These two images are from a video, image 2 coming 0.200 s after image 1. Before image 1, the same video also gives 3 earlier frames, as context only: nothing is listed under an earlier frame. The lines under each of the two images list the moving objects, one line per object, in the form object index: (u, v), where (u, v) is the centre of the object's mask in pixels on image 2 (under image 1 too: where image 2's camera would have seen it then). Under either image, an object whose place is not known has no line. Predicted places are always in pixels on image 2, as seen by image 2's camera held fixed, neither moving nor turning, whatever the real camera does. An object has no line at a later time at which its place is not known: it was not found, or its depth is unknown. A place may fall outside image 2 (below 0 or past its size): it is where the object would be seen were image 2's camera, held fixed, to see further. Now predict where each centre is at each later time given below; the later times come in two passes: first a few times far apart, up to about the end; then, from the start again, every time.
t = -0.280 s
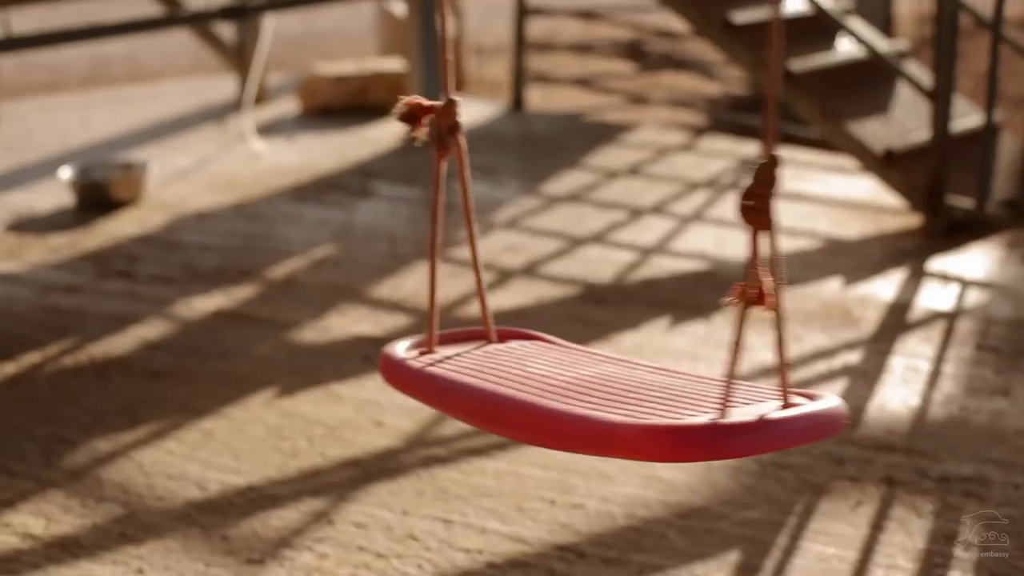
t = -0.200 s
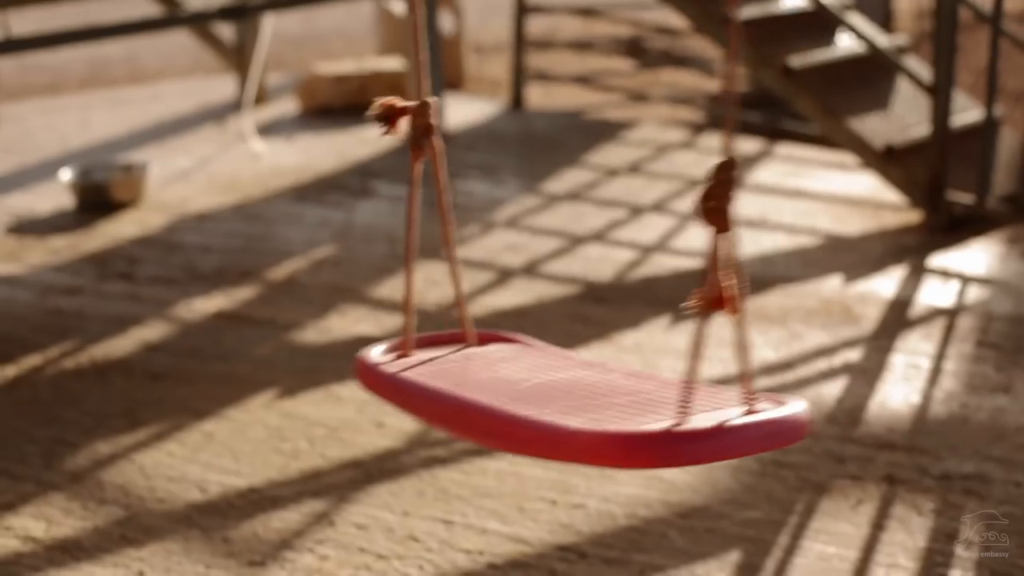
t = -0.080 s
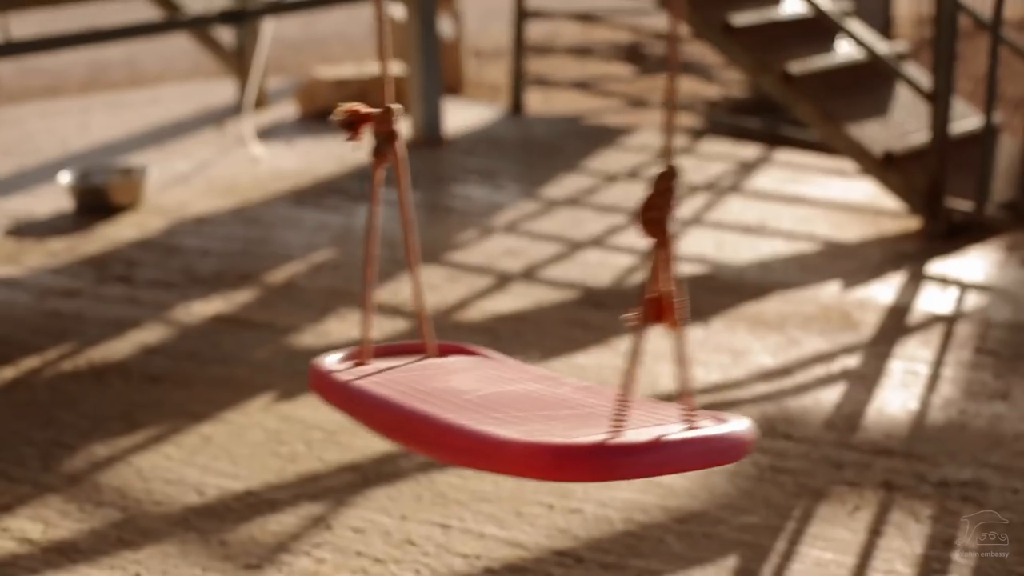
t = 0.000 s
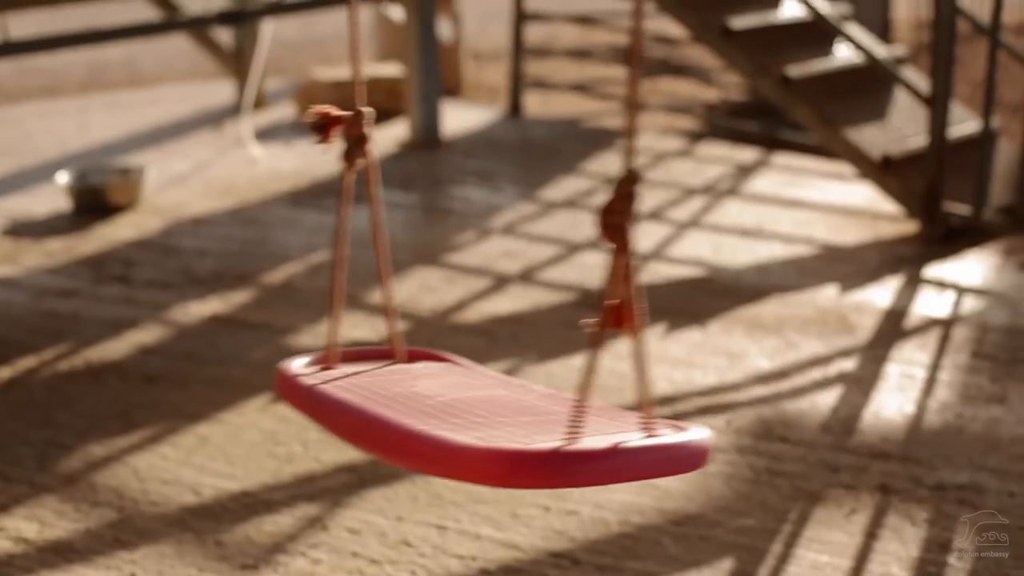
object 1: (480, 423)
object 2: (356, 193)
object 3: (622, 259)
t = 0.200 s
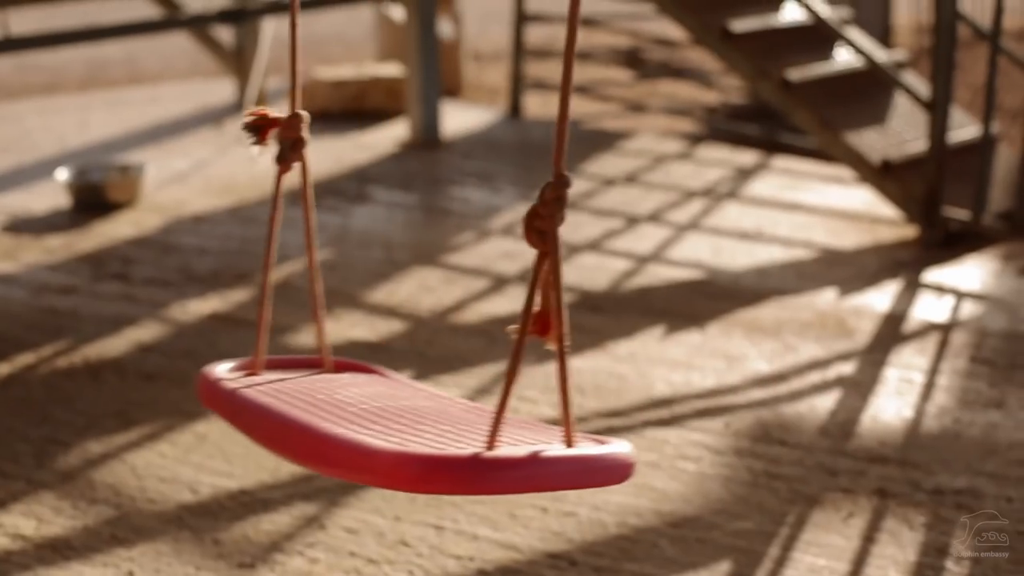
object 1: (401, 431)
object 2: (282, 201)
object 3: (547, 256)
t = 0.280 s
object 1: (377, 433)
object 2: (260, 203)
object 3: (532, 259)
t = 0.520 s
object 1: (354, 436)
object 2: (215, 197)
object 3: (538, 256)
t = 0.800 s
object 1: (422, 434)
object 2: (244, 205)
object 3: (629, 249)
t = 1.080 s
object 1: (551, 421)
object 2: (352, 198)
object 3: (751, 226)
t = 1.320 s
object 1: (654, 411)
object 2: (465, 187)
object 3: (842, 230)
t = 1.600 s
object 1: (746, 401)
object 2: (580, 172)
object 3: (918, 237)
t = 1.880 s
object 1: (798, 396)
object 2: (640, 163)
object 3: (961, 242)
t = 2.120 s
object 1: (797, 399)
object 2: (625, 169)
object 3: (968, 242)
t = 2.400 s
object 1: (736, 411)
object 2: (555, 183)
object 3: (927, 232)
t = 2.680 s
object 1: (630, 421)
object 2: (447, 194)
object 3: (847, 228)
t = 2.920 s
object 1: (556, 425)
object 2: (371, 193)
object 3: (774, 237)
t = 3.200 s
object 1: (509, 429)
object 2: (332, 199)
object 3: (711, 246)
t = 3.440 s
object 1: (502, 429)
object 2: (350, 196)
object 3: (680, 255)
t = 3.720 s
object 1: (538, 422)
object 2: (403, 184)
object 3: (692, 249)
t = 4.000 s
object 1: (610, 411)
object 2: (463, 181)
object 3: (766, 231)
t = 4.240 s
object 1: (671, 397)
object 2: (499, 174)
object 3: (840, 227)
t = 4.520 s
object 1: (701, 385)
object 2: (513, 172)
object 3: (880, 228)
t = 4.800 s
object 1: (668, 389)
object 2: (476, 172)
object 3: (859, 220)
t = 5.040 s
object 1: (601, 398)
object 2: (419, 184)
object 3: (793, 219)
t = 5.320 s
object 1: (508, 405)
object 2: (349, 185)
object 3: (686, 226)
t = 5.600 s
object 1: (427, 402)
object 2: (281, 180)
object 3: (575, 234)
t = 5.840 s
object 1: (370, 395)
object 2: (242, 175)
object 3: (507, 221)
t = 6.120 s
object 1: (326, 388)
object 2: (211, 176)
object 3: (456, 224)
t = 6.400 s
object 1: (333, 387)
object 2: (211, 172)
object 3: (477, 227)
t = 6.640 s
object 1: (393, 391)
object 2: (243, 172)
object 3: (556, 227)
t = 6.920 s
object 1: (498, 396)
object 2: (323, 183)
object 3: (678, 219)
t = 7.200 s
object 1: (603, 398)
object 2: (423, 174)
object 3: (788, 218)
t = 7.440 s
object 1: (674, 398)
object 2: (503, 179)
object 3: (852, 229)
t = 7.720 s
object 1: (730, 399)
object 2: (567, 166)
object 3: (901, 238)
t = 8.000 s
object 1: (751, 404)
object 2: (589, 172)
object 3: (917, 245)
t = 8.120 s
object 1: (746, 410)
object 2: (580, 174)
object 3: (913, 249)
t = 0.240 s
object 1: (388, 432)
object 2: (271, 201)
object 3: (540, 257)
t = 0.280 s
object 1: (377, 433)
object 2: (260, 203)
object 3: (532, 259)
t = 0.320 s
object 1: (367, 434)
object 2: (248, 200)
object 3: (527, 259)
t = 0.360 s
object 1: (360, 435)
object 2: (238, 196)
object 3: (524, 260)
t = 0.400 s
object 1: (356, 435)
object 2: (230, 197)
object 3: (524, 259)
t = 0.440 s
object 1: (353, 435)
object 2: (225, 194)
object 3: (526, 260)
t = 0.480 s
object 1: (352, 435)
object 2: (220, 196)
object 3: (531, 259)
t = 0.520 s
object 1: (354, 436)
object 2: (215, 197)
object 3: (538, 256)
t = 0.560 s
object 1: (358, 436)
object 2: (215, 195)
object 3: (547, 255)
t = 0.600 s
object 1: (364, 436)
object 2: (214, 198)
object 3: (557, 257)
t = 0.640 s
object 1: (372, 436)
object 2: (217, 198)
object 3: (568, 255)
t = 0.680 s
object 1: (381, 436)
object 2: (220, 201)
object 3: (580, 253)
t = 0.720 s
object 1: (394, 436)
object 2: (226, 202)
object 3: (595, 255)
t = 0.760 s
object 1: (407, 435)
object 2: (235, 200)
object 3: (612, 250)
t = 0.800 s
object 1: (422, 434)
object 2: (244, 205)
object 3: (629, 249)
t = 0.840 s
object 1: (439, 433)
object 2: (256, 205)
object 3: (646, 248)
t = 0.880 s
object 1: (457, 431)
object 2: (270, 209)
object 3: (662, 245)
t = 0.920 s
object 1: (477, 429)
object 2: (285, 208)
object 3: (679, 240)
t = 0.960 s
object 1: (496, 427)
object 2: (297, 207)
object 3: (696, 234)
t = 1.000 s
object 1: (514, 425)
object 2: (315, 204)
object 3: (715, 234)
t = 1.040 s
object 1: (533, 423)
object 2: (332, 202)
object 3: (733, 231)
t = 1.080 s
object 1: (551, 421)
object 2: (352, 198)
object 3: (751, 226)
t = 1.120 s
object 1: (569, 419)
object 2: (372, 194)
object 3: (767, 226)
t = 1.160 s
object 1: (587, 418)
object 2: (390, 192)
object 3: (784, 228)
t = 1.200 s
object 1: (604, 416)
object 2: (409, 199)
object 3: (799, 230)
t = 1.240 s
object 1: (622, 415)
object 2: (427, 185)
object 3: (814, 229)
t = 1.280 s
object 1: (638, 413)
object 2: (446, 189)
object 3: (828, 229)
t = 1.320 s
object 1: (654, 411)
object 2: (465, 187)
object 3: (842, 230)
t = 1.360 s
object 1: (669, 410)
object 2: (485, 180)
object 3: (855, 230)
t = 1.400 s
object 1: (683, 408)
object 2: (505, 180)
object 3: (868, 233)
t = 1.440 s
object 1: (696, 407)
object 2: (521, 175)
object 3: (878, 233)
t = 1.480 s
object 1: (710, 406)
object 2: (537, 175)
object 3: (888, 239)
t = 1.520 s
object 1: (723, 404)
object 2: (551, 176)
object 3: (898, 240)
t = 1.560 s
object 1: (735, 402)
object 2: (566, 173)
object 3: (909, 239)
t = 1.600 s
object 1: (746, 401)
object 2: (580, 172)
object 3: (918, 237)
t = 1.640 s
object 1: (757, 400)
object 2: (592, 171)
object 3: (925, 231)
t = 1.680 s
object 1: (767, 399)
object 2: (603, 168)
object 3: (933, 226)
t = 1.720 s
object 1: (776, 398)
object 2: (613, 167)
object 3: (940, 233)
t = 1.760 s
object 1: (783, 397)
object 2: (622, 163)
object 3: (945, 239)
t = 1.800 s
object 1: (790, 397)
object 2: (629, 165)
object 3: (952, 238)
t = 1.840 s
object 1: (795, 396)
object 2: (635, 163)
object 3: (956, 238)
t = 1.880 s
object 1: (798, 396)
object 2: (640, 163)
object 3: (961, 242)
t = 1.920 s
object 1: (800, 396)
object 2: (640, 165)
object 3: (964, 241)
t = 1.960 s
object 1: (802, 395)
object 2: (642, 165)
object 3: (967, 240)
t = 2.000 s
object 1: (803, 396)
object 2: (640, 165)
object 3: (969, 242)
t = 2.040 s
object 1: (801, 397)
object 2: (636, 166)
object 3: (969, 242)
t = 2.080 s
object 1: (799, 397)
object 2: (632, 167)
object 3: (969, 242)
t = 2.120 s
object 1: (797, 399)
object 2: (625, 169)
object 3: (968, 242)
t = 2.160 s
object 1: (792, 400)
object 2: (619, 172)
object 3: (964, 243)
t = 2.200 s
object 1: (787, 402)
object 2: (610, 174)
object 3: (961, 243)
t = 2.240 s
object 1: (781, 404)
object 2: (600, 176)
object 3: (956, 240)
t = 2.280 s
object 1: (772, 406)
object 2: (590, 177)
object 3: (951, 241)
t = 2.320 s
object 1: (762, 407)
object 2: (580, 179)
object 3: (945, 241)
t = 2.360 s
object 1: (750, 410)
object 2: (569, 180)
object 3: (937, 236)
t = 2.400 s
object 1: (736, 411)
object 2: (555, 183)
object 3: (927, 232)
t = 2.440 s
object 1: (723, 413)
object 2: (541, 186)
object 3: (917, 230)
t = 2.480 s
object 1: (708, 415)
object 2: (526, 185)
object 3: (906, 242)
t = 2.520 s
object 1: (692, 416)
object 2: (512, 178)
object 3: (894, 243)
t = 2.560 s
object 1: (676, 418)
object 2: (494, 188)
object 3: (882, 245)
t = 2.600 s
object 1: (661, 419)
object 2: (477, 189)
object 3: (870, 235)
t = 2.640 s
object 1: (647, 420)
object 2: (462, 194)
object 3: (858, 233)
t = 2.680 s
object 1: (630, 421)
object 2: (447, 194)
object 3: (847, 228)
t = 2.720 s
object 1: (616, 422)
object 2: (432, 196)
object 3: (834, 236)
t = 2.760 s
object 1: (602, 422)
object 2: (419, 187)
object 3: (821, 236)
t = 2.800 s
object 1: (589, 422)
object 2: (404, 190)
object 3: (808, 233)
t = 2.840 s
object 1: (578, 424)
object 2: (391, 196)
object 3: (797, 236)
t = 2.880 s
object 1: (567, 424)
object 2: (380, 193)
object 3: (785, 237)
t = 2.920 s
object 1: (556, 425)
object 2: (371, 193)
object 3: (774, 237)
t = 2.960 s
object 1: (546, 426)
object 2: (361, 197)
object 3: (763, 240)
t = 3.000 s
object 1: (538, 427)
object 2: (354, 195)
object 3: (754, 238)
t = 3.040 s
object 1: (531, 427)
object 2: (347, 201)
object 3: (745, 235)
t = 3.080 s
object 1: (524, 428)
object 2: (342, 199)
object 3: (735, 240)
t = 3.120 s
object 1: (518, 428)
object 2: (338, 197)
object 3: (727, 240)
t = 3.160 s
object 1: (513, 429)
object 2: (335, 199)
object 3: (718, 248)
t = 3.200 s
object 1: (509, 429)
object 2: (332, 199)
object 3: (711, 246)
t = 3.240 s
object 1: (506, 429)
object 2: (334, 199)
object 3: (705, 249)
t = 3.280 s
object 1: (503, 429)
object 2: (335, 198)
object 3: (699, 248)
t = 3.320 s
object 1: (502, 429)
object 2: (337, 198)
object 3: (693, 250)
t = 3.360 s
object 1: (501, 429)
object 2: (340, 197)
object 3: (687, 252)
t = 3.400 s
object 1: (501, 429)
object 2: (344, 194)
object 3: (683, 253)
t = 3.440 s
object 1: (502, 429)
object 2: (350, 196)
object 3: (680, 255)
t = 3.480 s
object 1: (504, 428)
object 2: (357, 192)
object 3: (678, 255)
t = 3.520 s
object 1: (507, 427)
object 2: (364, 192)
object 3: (677, 256)
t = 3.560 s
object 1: (511, 427)
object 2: (372, 188)
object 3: (677, 257)
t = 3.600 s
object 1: (517, 426)
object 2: (379, 190)
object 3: (680, 255)
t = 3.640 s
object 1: (523, 424)
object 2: (387, 189)
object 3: (682, 255)
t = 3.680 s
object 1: (530, 423)
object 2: (395, 188)
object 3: (685, 252)
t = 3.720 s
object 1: (538, 422)
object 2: (403, 184)
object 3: (692, 249)
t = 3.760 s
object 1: (546, 421)
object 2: (413, 185)
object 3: (699, 246)
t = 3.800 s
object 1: (556, 420)
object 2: (422, 183)
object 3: (708, 245)
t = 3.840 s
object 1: (566, 418)
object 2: (431, 179)
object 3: (719, 243)
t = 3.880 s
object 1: (577, 416)
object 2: (439, 183)
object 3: (730, 239)
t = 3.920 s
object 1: (588, 415)
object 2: (448, 177)
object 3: (742, 235)
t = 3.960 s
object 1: (599, 413)
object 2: (455, 180)
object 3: (755, 231)
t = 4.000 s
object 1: (610, 411)
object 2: (463, 181)
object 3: (766, 231)
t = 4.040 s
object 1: (621, 409)
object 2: (470, 176)
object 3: (779, 233)
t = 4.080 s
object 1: (632, 407)
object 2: (477, 178)
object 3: (793, 234)
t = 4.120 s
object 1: (643, 404)
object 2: (483, 175)
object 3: (805, 230)
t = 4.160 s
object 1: (652, 402)
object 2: (489, 175)
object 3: (817, 229)
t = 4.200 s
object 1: (661, 399)
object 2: (494, 175)
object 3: (828, 228)
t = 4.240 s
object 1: (671, 397)
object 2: (499, 174)
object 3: (840, 227)
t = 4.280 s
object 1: (679, 395)
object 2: (505, 175)
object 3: (849, 228)
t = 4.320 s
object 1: (686, 393)
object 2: (508, 173)
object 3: (857, 229)
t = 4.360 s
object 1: (692, 391)
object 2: (511, 172)
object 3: (863, 226)
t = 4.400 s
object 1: (696, 390)
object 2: (512, 173)
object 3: (869, 227)
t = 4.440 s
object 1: (699, 388)
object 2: (512, 172)
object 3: (875, 229)
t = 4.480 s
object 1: (701, 387)
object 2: (513, 172)
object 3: (879, 229)
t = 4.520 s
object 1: (701, 385)
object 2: (513, 172)
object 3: (880, 228)
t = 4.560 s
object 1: (700, 385)
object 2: (511, 171)
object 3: (880, 227)
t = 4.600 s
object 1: (699, 385)
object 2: (507, 172)
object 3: (880, 226)
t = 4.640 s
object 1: (696, 385)
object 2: (502, 173)
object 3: (877, 225)
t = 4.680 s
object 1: (691, 385)
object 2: (496, 173)
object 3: (874, 222)
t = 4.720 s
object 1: (684, 386)
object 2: (488, 170)
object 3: (870, 222)
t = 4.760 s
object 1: (677, 387)
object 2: (482, 171)
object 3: (865, 221)
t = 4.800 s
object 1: (668, 389)
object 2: (476, 172)
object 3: (859, 220)
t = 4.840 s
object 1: (659, 391)
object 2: (469, 174)
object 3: (852, 219)
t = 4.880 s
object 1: (649, 393)
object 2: (459, 178)
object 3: (841, 221)
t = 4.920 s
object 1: (638, 394)
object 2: (447, 178)
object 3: (830, 220)
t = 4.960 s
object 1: (627, 396)
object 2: (437, 181)
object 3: (818, 218)
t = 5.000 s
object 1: (614, 397)
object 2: (428, 182)
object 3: (805, 219)
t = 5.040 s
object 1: (601, 398)
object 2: (419, 184)
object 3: (793, 219)
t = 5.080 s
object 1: (588, 399)
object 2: (409, 184)
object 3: (779, 221)
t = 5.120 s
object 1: (573, 401)
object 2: (399, 183)
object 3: (765, 219)
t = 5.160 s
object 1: (560, 401)
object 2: (388, 184)
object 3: (751, 218)
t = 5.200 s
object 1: (549, 403)
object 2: (377, 186)
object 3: (734, 223)
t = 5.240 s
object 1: (534, 404)
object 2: (365, 186)
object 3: (716, 224)
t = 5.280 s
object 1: (521, 405)
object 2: (356, 185)
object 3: (701, 223)
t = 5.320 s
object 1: (508, 405)
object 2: (349, 185)
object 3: (686, 226)
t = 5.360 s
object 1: (496, 405)
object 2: (340, 185)
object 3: (671, 230)
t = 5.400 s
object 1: (484, 405)
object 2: (332, 184)
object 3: (655, 232)
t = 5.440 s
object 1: (471, 405)
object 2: (322, 184)
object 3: (640, 231)
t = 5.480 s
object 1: (459, 405)
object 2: (311, 185)
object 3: (623, 228)
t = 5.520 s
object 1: (449, 404)
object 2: (300, 185)
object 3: (606, 231)
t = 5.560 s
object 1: (439, 403)
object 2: (291, 184)
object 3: (590, 234)
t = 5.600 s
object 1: (427, 402)
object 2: (281, 180)
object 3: (575, 234)
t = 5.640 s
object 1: (417, 400)
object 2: (276, 182)
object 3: (563, 233)
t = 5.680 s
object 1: (407, 399)
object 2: (269, 180)
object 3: (551, 233)
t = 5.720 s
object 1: (396, 398)
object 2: (263, 181)
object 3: (540, 230)
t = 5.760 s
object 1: (386, 397)
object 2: (255, 182)
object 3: (528, 230)
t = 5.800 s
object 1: (377, 396)
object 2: (249, 175)
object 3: (516, 227)
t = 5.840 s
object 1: (370, 395)
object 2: (242, 175)
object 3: (507, 221)
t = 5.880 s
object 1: (361, 393)
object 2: (236, 175)
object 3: (496, 224)
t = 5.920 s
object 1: (354, 392)
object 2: (231, 174)
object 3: (487, 226)
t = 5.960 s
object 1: (347, 391)
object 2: (226, 176)
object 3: (480, 228)
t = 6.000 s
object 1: (340, 390)
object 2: (223, 173)
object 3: (474, 227)
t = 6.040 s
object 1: (335, 389)
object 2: (219, 174)
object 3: (467, 227)
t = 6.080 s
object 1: (330, 388)
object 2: (214, 172)
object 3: (459, 226)
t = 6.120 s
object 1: (326, 388)
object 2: (211, 176)
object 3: (456, 224)
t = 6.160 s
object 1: (324, 387)
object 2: (210, 171)
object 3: (455, 224)
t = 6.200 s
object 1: (321, 387)
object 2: (209, 172)
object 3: (456, 224)
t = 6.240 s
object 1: (320, 387)
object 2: (209, 172)
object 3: (457, 225)
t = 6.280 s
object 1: (321, 387)
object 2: (209, 173)
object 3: (460, 224)
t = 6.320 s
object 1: (324, 387)
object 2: (209, 175)
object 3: (464, 225)
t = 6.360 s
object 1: (328, 387)
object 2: (209, 173)
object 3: (470, 223)
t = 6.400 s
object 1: (333, 387)
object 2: (211, 172)
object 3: (477, 227)
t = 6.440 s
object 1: (340, 387)
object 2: (214, 175)
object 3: (487, 224)
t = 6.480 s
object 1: (348, 387)
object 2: (218, 173)
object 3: (501, 215)
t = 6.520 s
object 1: (357, 388)
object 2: (224, 174)
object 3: (513, 213)
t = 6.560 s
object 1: (368, 389)
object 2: (231, 175)
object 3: (527, 225)
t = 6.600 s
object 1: (380, 389)
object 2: (238, 174)
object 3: (542, 224)
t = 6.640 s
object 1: (393, 391)
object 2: (243, 172)
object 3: (556, 227)
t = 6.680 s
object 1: (407, 391)
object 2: (251, 176)
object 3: (573, 225)
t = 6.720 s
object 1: (422, 392)
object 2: (260, 179)
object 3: (590, 226)
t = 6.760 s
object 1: (436, 393)
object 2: (272, 183)
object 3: (608, 223)
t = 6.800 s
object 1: (450, 393)
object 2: (285, 182)
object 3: (626, 222)
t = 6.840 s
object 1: (465, 394)
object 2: (298, 183)
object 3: (644, 222)
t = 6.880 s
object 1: (481, 395)
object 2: (311, 186)
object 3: (661, 224)
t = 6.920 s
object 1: (498, 396)
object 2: (323, 183)
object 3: (678, 219)
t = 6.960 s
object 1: (514, 396)
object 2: (334, 186)
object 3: (694, 218)
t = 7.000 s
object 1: (530, 397)
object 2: (348, 185)
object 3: (710, 216)
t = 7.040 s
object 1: (545, 397)
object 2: (363, 185)
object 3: (725, 213)
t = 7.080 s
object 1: (560, 397)
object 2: (377, 182)
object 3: (741, 212)
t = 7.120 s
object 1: (574, 398)
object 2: (394, 180)
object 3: (758, 208)
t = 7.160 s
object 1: (589, 398)
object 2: (409, 179)
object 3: (773, 215)
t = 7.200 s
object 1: (603, 398)
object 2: (423, 174)
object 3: (788, 218)
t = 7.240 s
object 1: (617, 399)
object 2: (435, 175)
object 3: (800, 217)
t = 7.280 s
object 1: (630, 399)
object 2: (448, 178)
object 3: (811, 218)
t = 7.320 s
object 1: (642, 399)
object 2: (461, 180)
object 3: (821, 221)
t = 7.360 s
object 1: (653, 398)
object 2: (473, 176)
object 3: (832, 221)
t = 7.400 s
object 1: (664, 398)
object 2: (487, 174)
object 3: (843, 225)
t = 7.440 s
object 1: (674, 398)
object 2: (503, 179)
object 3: (852, 229)
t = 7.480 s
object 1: (685, 398)
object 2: (514, 172)
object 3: (862, 230)
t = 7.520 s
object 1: (694, 398)
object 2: (522, 167)
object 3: (869, 228)
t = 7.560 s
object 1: (702, 398)
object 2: (532, 171)
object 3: (875, 234)
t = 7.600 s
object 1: (710, 398)
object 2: (541, 169)
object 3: (881, 233)
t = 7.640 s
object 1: (718, 398)
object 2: (552, 170)
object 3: (888, 236)
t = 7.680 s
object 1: (724, 398)
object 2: (560, 172)
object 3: (896, 238)
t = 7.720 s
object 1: (730, 399)
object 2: (567, 166)
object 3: (901, 238)
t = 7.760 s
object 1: (735, 399)
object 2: (573, 169)
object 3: (905, 239)
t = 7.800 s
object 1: (739, 400)
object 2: (577, 170)
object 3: (907, 241)
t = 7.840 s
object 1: (743, 400)
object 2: (581, 169)
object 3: (909, 241)
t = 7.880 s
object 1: (746, 401)
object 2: (584, 170)
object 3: (912, 242)
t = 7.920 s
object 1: (749, 402)
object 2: (586, 171)
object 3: (914, 242)
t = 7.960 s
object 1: (750, 403)
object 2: (587, 174)
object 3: (916, 244)
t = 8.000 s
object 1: (751, 404)
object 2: (589, 172)
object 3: (917, 245)
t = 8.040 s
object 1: (750, 406)
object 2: (588, 174)
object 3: (917, 247)
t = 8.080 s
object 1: (749, 408)
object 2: (585, 174)
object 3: (915, 247)
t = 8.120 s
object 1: (746, 410)
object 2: (580, 174)
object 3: (913, 249)
